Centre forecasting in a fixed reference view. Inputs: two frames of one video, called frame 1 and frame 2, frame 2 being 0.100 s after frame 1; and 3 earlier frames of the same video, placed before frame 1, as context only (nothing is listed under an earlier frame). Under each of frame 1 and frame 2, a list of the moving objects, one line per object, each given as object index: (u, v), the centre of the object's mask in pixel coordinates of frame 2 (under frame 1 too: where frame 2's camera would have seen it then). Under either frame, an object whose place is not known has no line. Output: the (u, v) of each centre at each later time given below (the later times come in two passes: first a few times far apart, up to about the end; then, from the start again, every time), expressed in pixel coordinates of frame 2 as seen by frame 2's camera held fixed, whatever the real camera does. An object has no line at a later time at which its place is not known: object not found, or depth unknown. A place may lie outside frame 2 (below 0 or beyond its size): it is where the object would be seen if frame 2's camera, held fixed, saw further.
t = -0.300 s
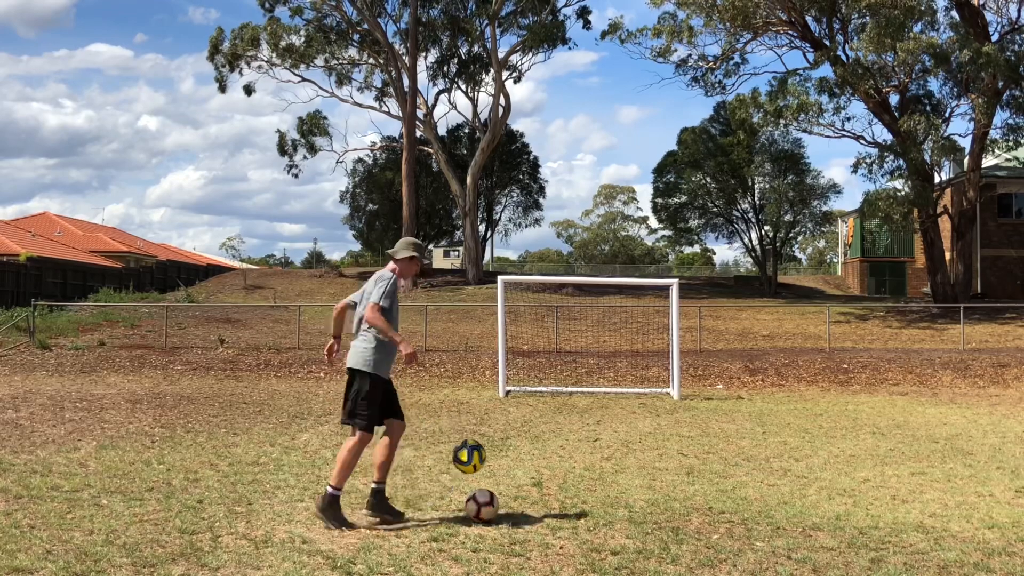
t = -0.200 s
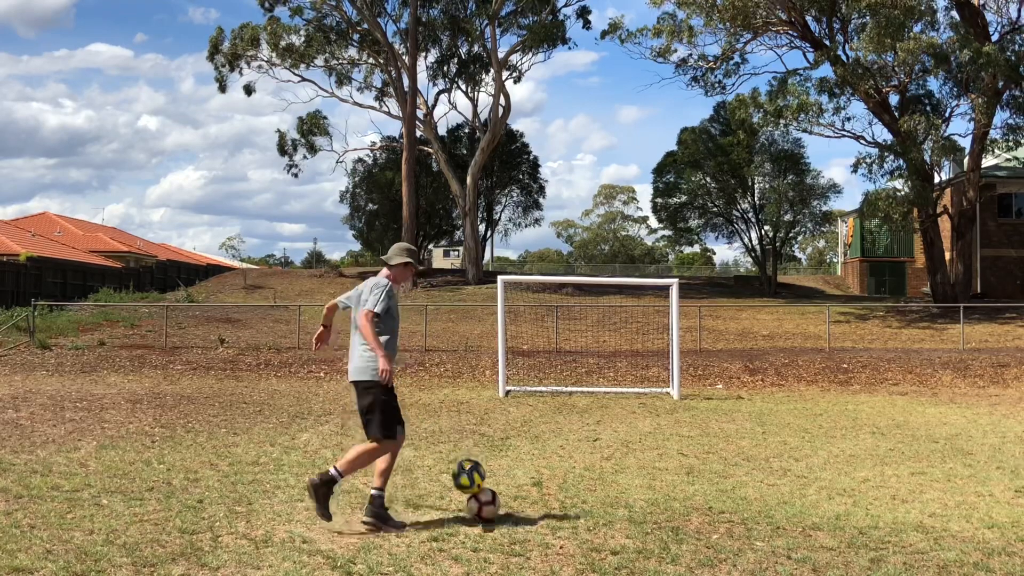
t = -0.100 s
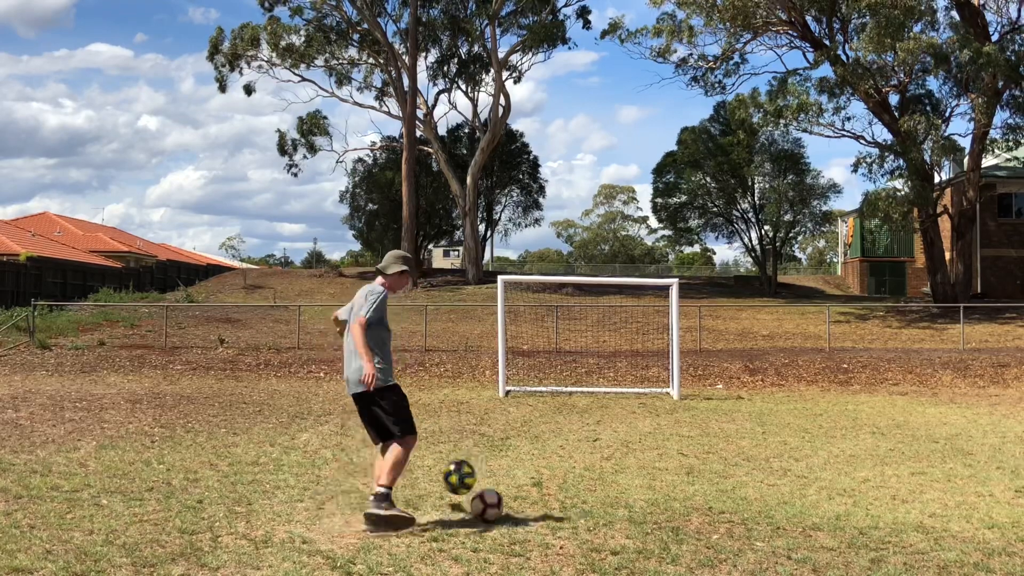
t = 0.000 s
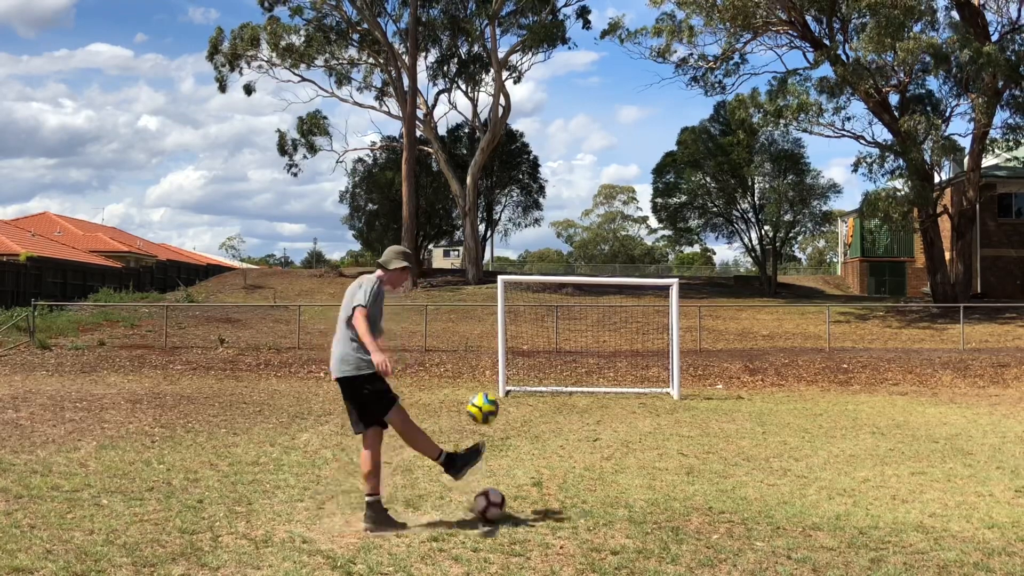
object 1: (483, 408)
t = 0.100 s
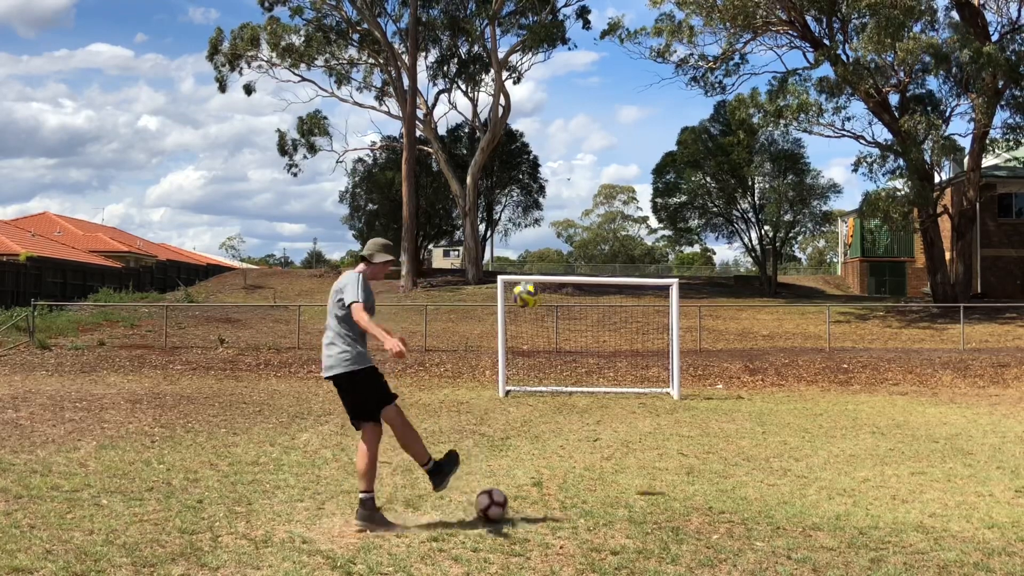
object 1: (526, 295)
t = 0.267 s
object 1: (577, 182)
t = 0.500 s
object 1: (619, 116)
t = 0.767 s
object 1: (645, 117)
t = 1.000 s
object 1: (655, 160)
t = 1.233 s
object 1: (661, 225)
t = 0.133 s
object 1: (538, 266)
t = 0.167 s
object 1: (550, 241)
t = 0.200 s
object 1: (560, 219)
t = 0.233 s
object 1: (569, 199)
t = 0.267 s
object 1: (577, 182)
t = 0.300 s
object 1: (585, 167)
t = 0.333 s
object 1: (592, 154)
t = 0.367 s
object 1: (599, 143)
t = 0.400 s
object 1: (604, 134)
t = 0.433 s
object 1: (610, 126)
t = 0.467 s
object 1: (615, 120)
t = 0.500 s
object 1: (619, 116)
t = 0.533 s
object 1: (623, 112)
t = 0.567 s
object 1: (627, 110)
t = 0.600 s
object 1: (631, 108)
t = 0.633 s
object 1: (634, 108)
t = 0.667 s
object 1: (637, 109)
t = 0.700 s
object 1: (639, 111)
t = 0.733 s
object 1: (642, 114)
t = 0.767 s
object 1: (645, 117)
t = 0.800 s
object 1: (646, 121)
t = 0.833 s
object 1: (648, 126)
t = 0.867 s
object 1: (650, 132)
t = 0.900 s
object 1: (651, 138)
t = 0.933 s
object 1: (653, 145)
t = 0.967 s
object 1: (654, 152)
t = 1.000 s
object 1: (655, 160)
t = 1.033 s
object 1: (656, 169)
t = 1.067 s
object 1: (656, 178)
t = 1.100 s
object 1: (659, 187)
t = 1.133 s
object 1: (658, 197)
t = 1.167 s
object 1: (659, 208)
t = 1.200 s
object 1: (660, 218)
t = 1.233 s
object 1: (661, 225)
